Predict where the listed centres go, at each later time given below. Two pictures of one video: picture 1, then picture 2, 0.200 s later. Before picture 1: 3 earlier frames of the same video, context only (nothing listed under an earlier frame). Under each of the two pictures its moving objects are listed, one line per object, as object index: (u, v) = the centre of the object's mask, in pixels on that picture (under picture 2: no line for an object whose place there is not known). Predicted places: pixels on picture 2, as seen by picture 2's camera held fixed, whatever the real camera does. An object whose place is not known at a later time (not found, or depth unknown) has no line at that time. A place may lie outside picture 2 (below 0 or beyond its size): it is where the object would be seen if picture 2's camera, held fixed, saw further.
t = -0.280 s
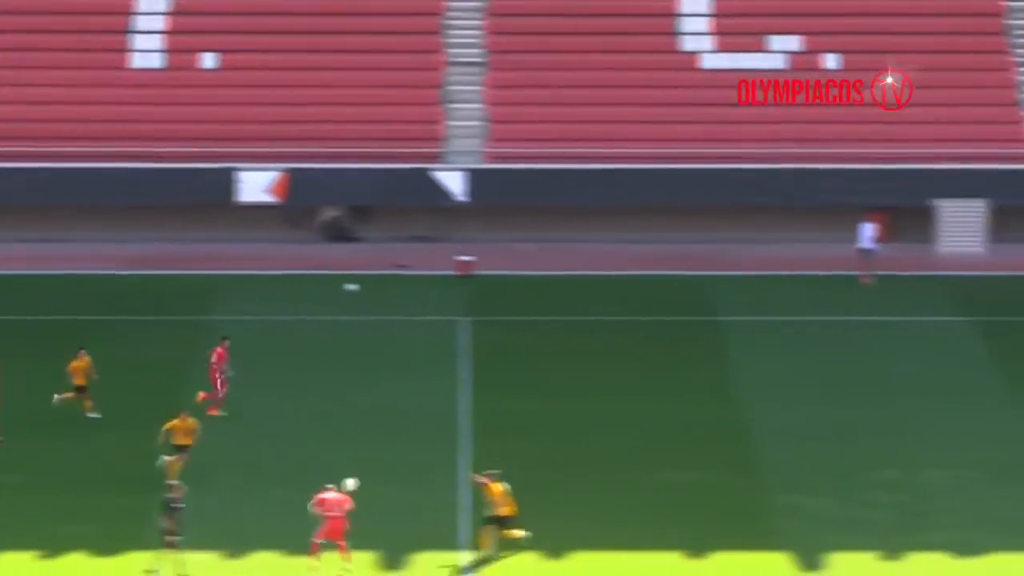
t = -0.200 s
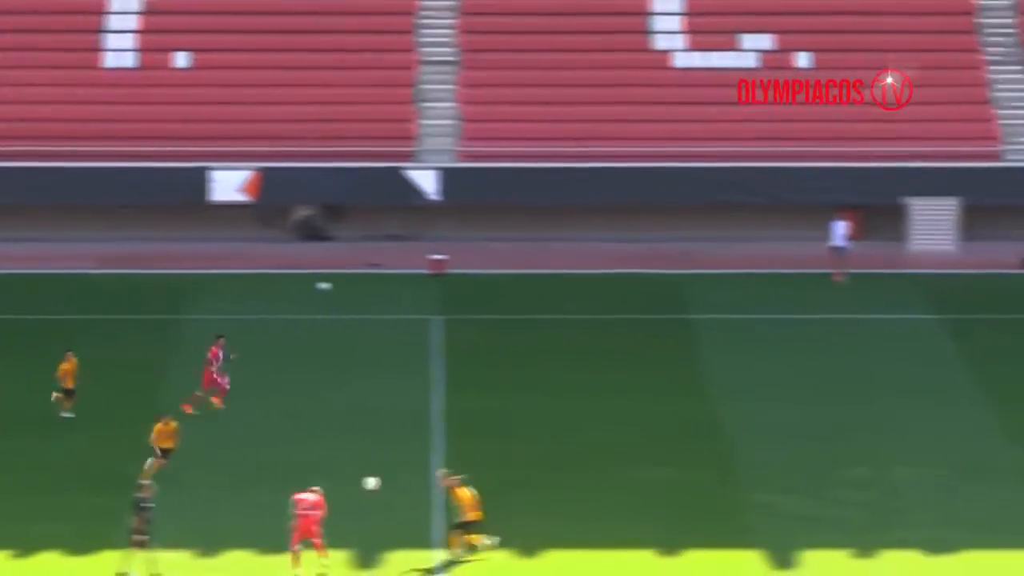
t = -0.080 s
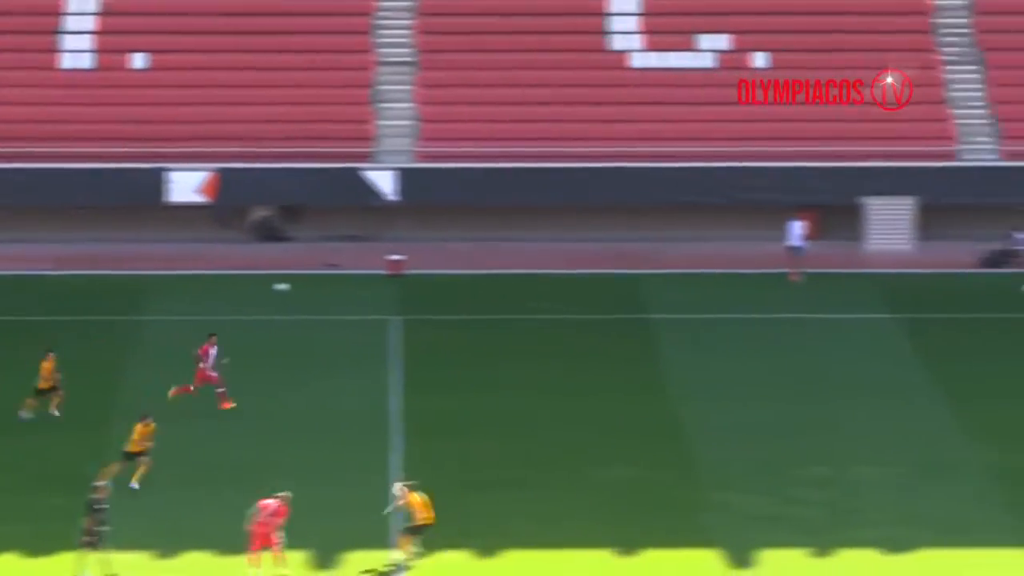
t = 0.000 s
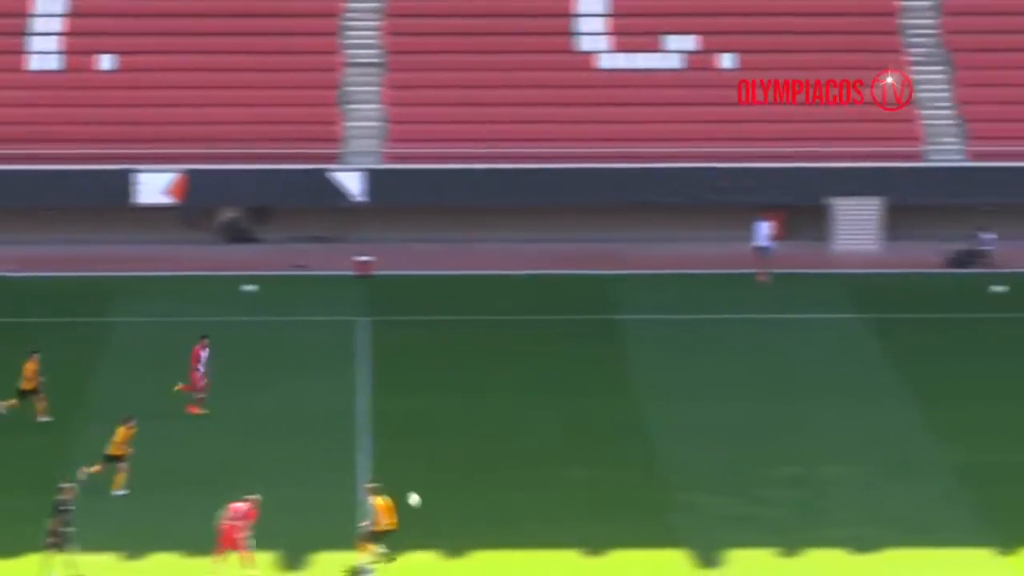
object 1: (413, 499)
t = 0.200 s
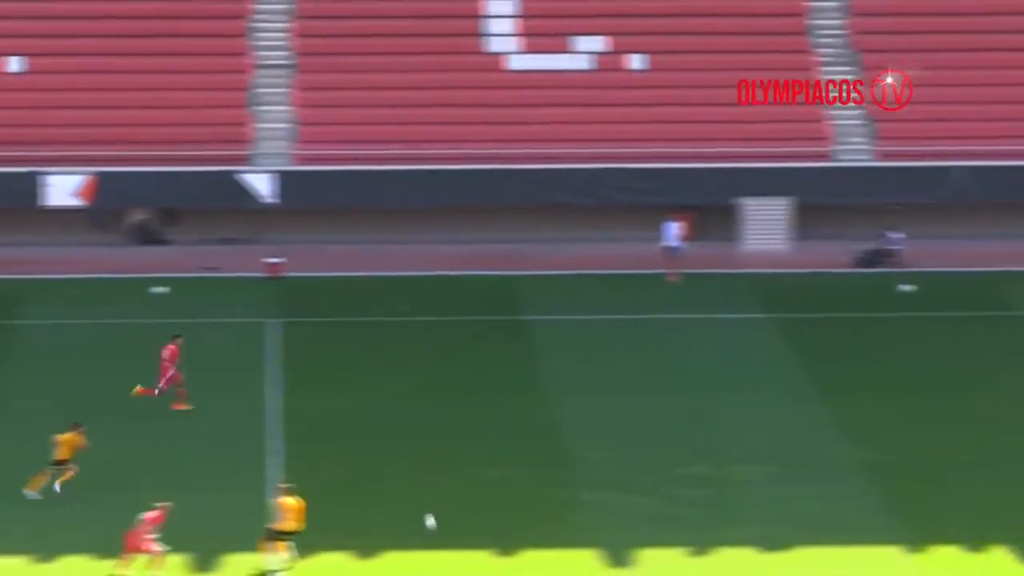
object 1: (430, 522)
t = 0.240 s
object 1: (446, 512)
